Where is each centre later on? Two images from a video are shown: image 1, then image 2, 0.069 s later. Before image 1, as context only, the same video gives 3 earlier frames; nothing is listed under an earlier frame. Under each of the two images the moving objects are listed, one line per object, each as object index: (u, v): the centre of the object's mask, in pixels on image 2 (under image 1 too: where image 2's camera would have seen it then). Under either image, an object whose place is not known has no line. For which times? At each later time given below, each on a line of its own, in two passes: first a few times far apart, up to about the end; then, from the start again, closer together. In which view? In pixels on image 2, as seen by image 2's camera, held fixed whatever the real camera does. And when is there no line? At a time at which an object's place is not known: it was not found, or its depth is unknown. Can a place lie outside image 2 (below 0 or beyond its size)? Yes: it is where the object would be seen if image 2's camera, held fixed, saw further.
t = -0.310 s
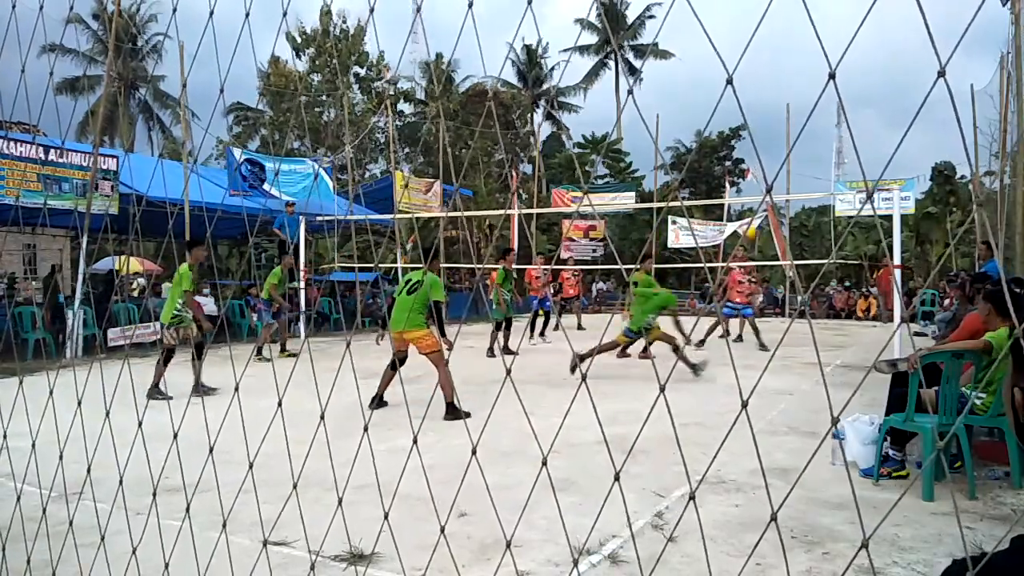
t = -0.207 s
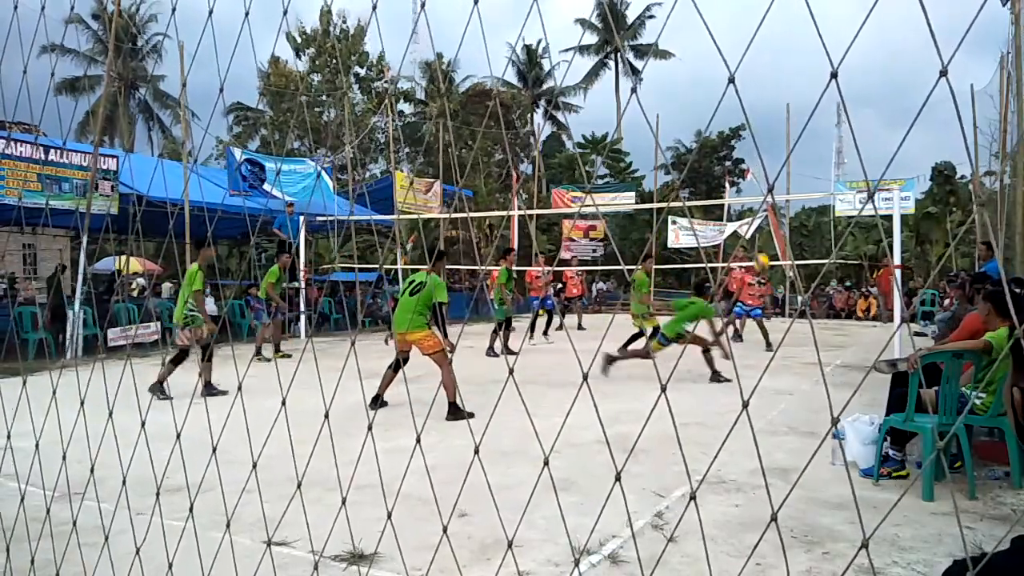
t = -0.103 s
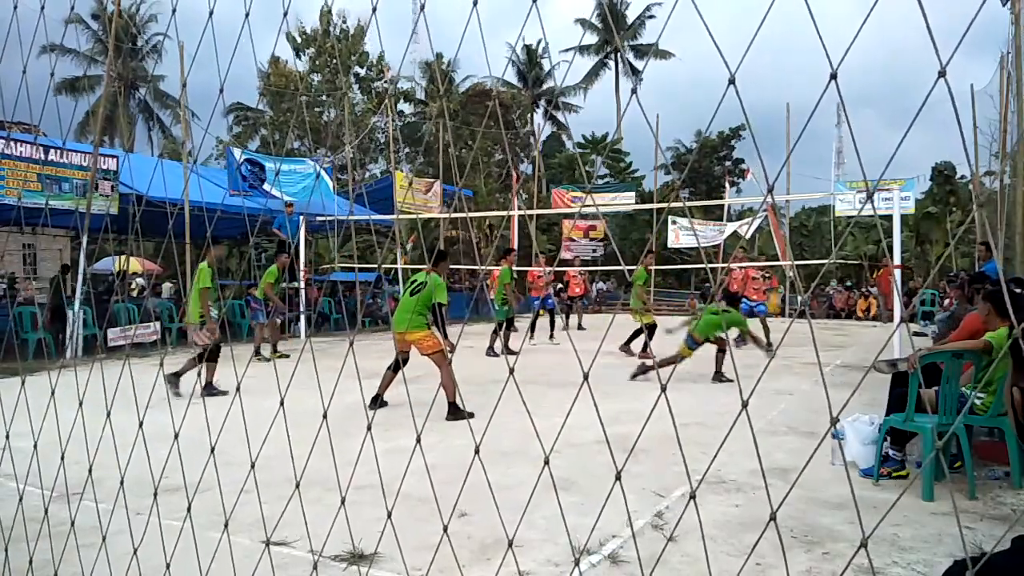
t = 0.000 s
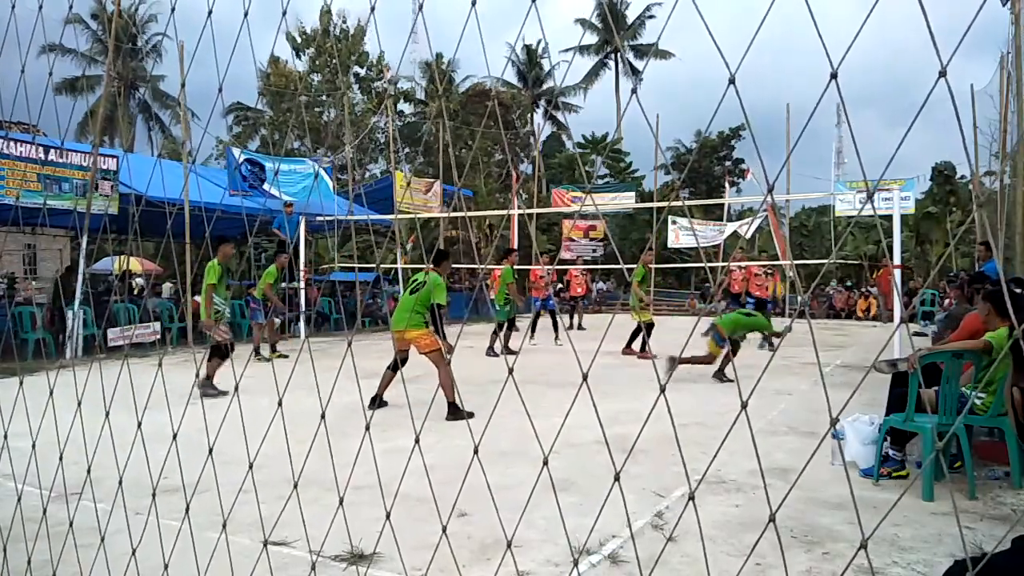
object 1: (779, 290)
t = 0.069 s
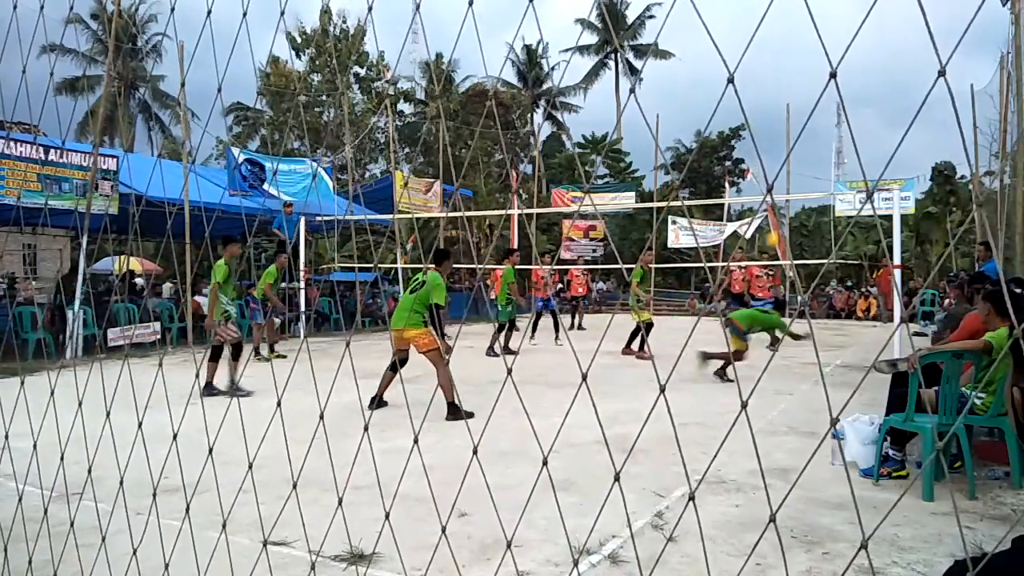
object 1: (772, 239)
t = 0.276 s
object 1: (764, 129)
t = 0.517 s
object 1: (755, 50)
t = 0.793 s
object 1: (746, 14)
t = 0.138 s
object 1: (771, 197)
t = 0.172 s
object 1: (770, 181)
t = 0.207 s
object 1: (768, 160)
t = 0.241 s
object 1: (766, 145)
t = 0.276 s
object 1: (764, 129)
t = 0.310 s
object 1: (763, 114)
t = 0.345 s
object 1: (761, 102)
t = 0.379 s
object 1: (761, 90)
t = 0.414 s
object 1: (759, 78)
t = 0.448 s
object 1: (758, 67)
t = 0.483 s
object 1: (757, 58)
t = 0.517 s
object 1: (755, 50)
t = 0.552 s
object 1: (755, 43)
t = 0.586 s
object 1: (753, 37)
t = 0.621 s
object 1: (752, 31)
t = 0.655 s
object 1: (750, 26)
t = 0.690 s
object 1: (750, 22)
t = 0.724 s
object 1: (748, 18)
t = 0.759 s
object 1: (747, 16)
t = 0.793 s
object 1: (746, 14)
